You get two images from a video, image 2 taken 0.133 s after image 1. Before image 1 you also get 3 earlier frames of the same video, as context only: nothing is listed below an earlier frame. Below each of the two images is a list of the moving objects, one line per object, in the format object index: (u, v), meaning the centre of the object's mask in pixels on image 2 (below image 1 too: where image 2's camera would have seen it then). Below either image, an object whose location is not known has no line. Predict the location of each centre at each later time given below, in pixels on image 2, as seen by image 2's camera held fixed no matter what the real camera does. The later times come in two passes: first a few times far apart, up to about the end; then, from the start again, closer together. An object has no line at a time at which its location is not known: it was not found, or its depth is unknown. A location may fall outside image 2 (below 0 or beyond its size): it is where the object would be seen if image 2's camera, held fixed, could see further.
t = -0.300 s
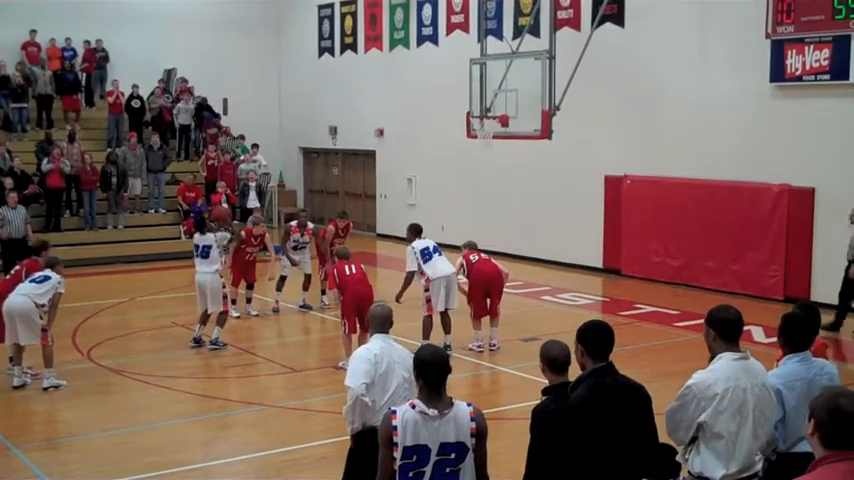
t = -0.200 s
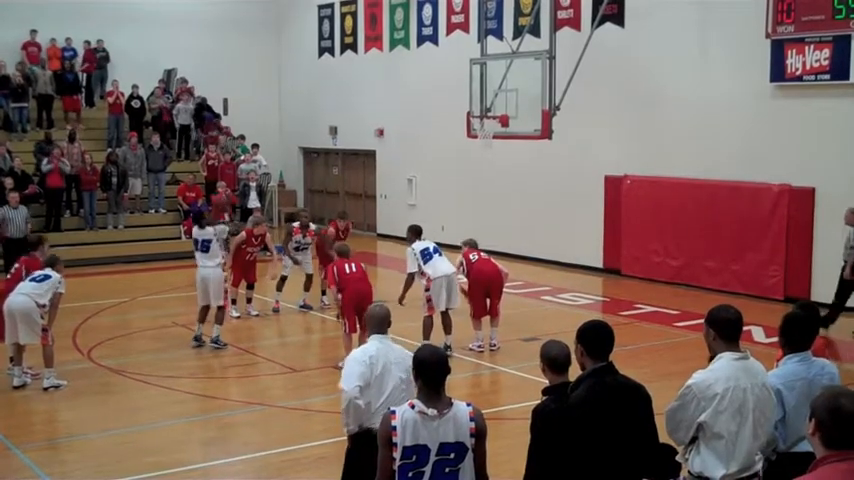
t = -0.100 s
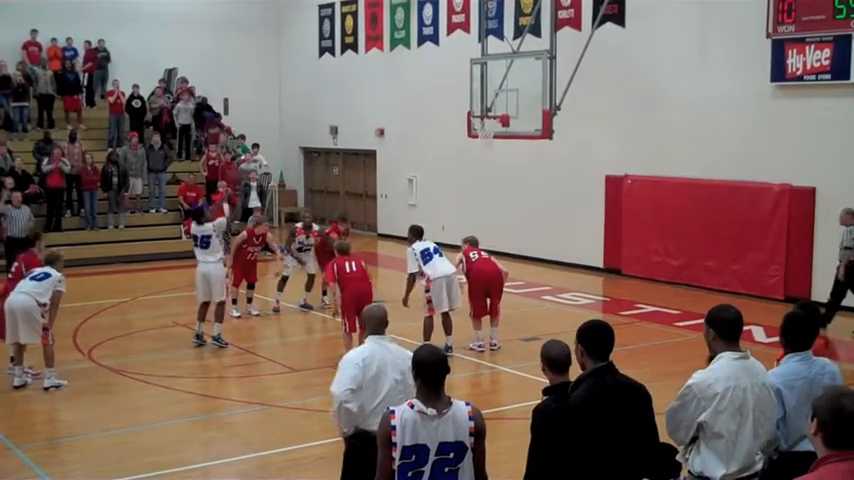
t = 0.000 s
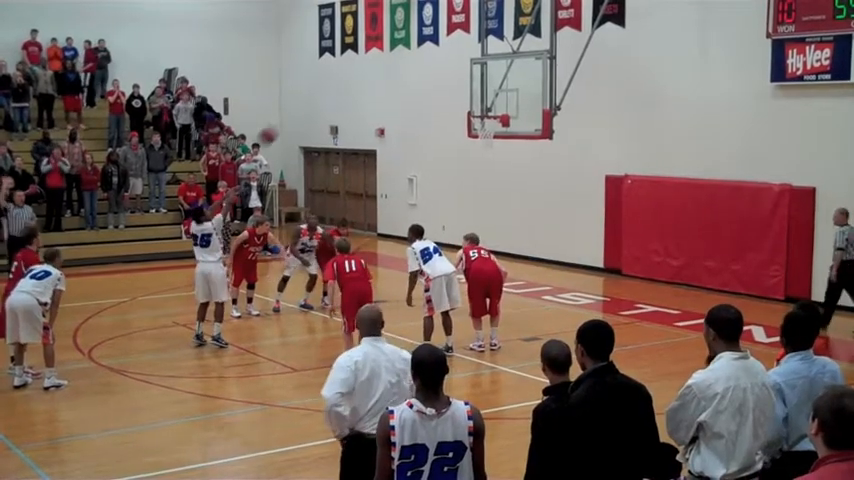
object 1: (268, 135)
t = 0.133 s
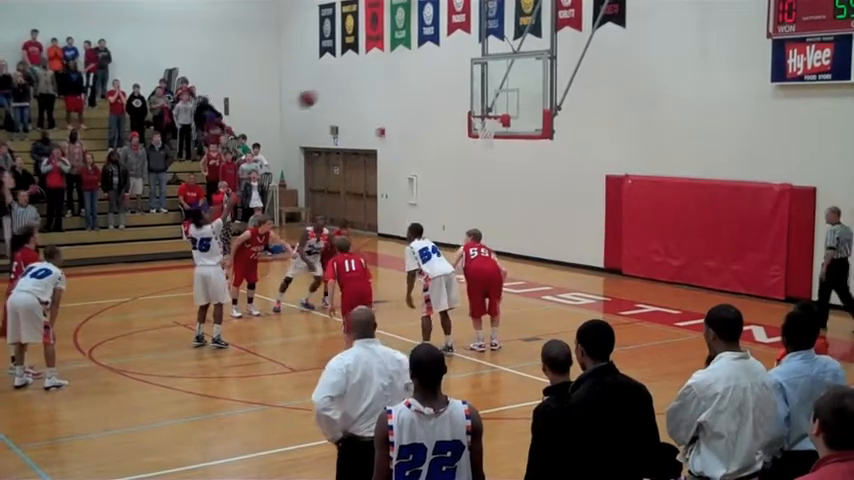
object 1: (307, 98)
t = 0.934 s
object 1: (479, 124)
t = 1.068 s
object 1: (479, 130)
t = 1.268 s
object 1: (483, 154)
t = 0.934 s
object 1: (479, 124)
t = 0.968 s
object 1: (478, 125)
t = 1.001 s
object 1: (475, 125)
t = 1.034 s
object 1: (476, 127)
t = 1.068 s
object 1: (479, 130)
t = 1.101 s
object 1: (479, 133)
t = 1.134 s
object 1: (478, 135)
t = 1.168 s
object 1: (480, 139)
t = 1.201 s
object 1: (481, 142)
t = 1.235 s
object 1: (482, 148)
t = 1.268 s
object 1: (483, 154)
